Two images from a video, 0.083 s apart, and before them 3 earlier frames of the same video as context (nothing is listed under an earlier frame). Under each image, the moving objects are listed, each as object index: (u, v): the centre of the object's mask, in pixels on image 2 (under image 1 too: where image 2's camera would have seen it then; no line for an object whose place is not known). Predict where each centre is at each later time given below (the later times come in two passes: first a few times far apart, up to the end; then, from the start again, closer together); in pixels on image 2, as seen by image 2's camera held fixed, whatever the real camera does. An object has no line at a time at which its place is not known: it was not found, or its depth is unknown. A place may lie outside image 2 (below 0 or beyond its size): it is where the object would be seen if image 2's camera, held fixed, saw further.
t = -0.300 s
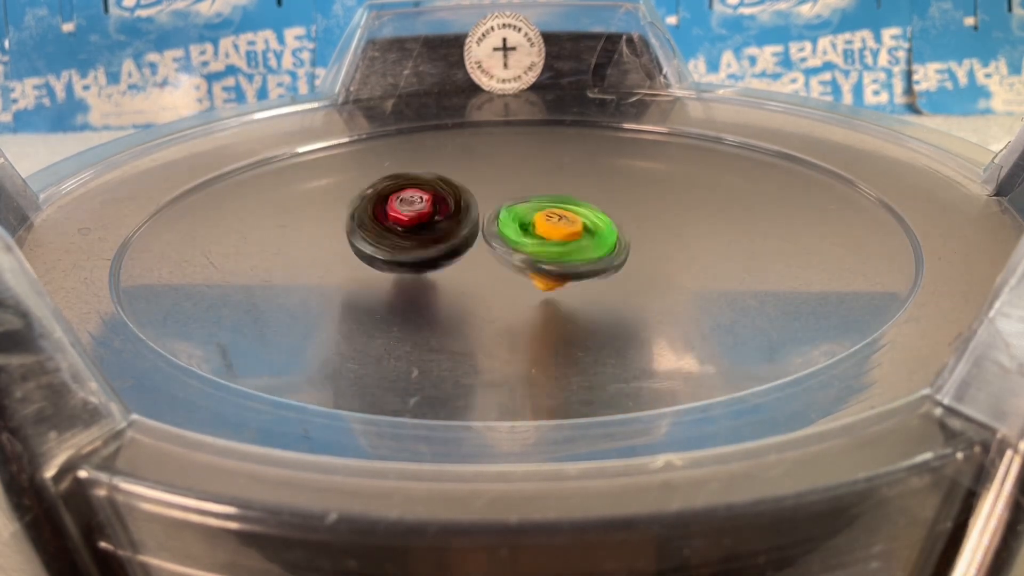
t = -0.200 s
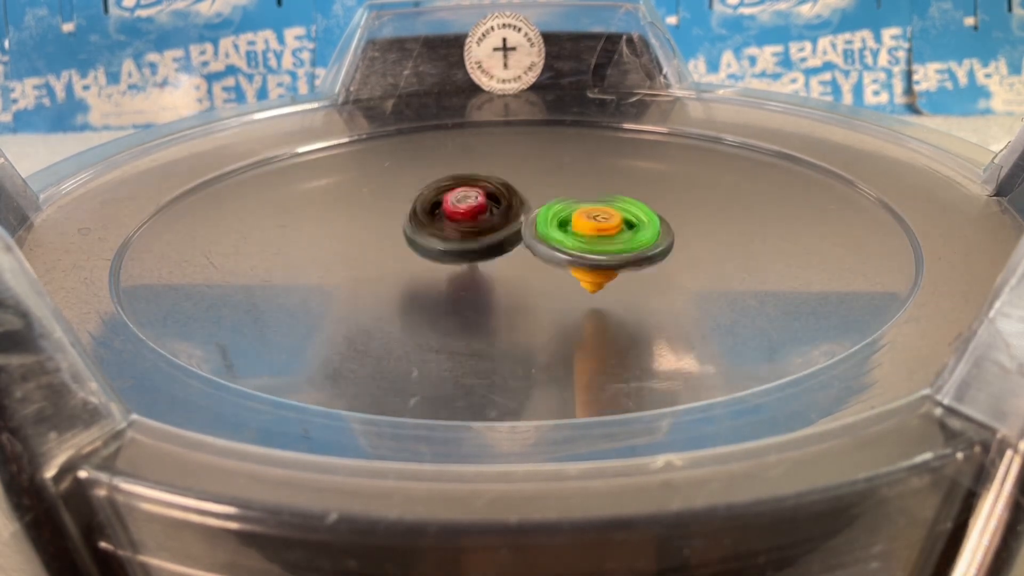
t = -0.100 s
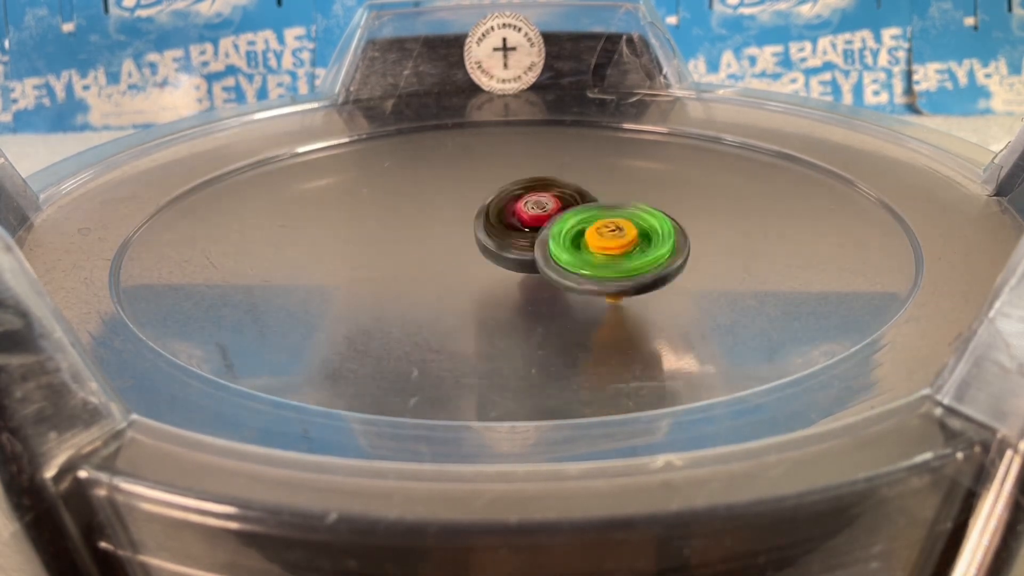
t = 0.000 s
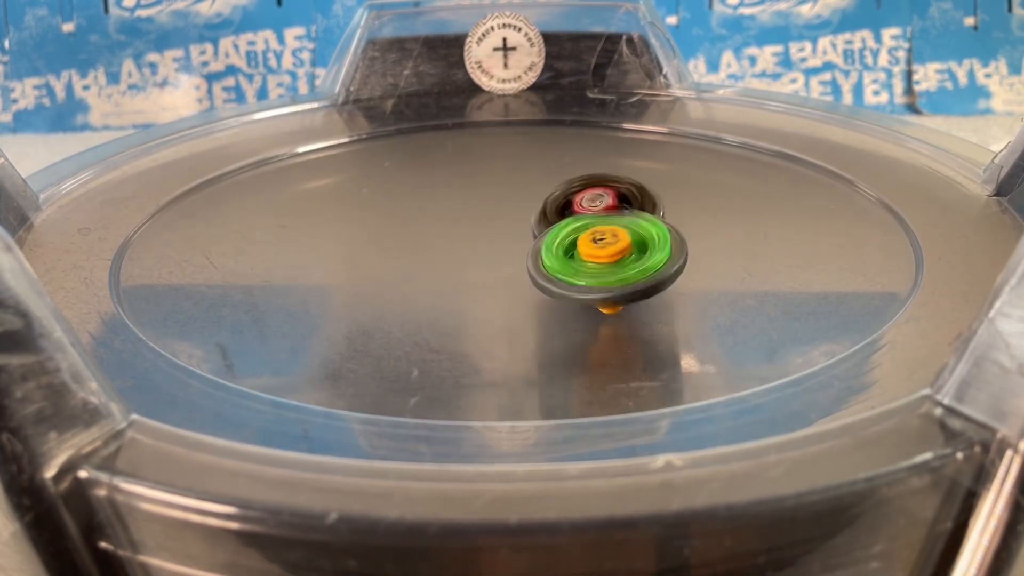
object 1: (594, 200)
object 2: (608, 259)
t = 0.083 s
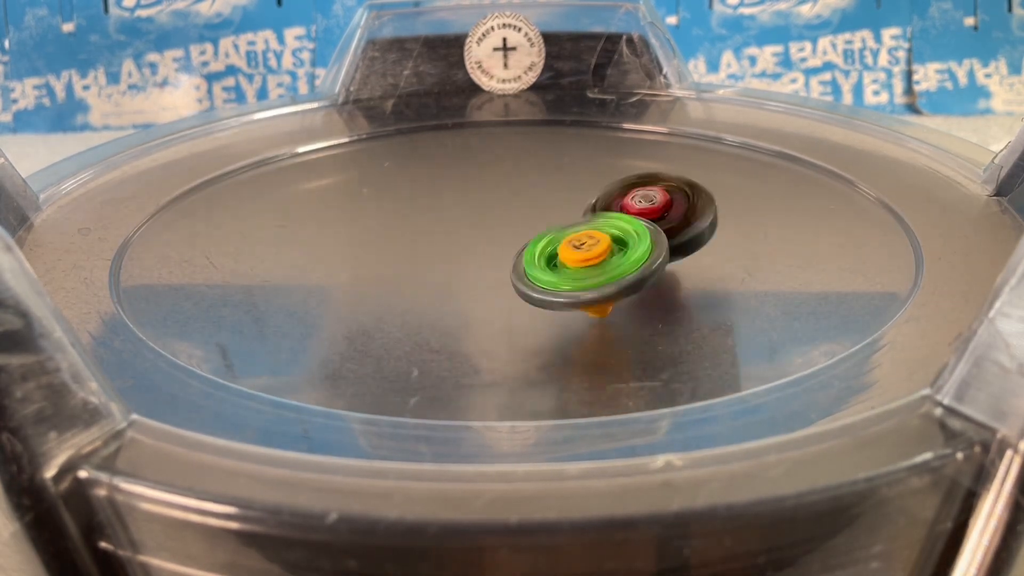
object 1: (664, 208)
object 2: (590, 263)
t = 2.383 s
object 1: (707, 188)
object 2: (515, 252)
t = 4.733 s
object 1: (703, 228)
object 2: (495, 238)
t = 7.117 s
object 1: (624, 284)
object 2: (536, 234)
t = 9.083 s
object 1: (660, 264)
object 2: (516, 253)
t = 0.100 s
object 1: (673, 211)
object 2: (586, 263)
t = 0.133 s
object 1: (690, 215)
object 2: (580, 262)
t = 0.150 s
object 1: (697, 216)
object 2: (577, 262)
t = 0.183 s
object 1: (712, 217)
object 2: (571, 262)
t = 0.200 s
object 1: (720, 216)
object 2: (567, 260)
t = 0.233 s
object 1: (737, 216)
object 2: (561, 260)
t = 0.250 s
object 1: (743, 215)
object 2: (557, 259)
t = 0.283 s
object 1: (752, 215)
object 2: (550, 258)
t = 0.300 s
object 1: (754, 216)
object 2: (546, 258)
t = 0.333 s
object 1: (756, 216)
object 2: (539, 257)
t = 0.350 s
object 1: (756, 216)
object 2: (538, 255)
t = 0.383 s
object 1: (755, 218)
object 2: (534, 255)
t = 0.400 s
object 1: (754, 218)
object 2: (532, 252)
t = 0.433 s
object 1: (751, 220)
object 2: (530, 251)
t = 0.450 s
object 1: (749, 221)
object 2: (529, 252)
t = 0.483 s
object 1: (745, 223)
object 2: (529, 251)
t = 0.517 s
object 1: (739, 225)
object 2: (529, 250)
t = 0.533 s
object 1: (736, 226)
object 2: (530, 251)
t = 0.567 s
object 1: (729, 229)
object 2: (530, 251)
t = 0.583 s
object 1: (725, 230)
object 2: (532, 251)
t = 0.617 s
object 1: (714, 234)
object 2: (531, 252)
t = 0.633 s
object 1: (707, 235)
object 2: (531, 250)
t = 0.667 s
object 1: (689, 240)
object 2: (533, 250)
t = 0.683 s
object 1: (679, 243)
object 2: (532, 250)
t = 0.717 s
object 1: (664, 250)
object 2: (522, 240)
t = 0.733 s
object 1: (655, 258)
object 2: (516, 244)
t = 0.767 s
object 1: (636, 263)
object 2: (506, 226)
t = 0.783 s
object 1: (623, 266)
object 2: (503, 221)
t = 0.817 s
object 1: (594, 269)
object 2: (495, 233)
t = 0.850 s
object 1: (565, 272)
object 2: (491, 223)
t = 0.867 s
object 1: (551, 273)
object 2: (488, 221)
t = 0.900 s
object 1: (524, 274)
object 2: (486, 214)
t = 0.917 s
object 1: (510, 274)
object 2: (484, 214)
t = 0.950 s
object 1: (484, 273)
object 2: (480, 208)
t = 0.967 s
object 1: (471, 273)
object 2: (481, 210)
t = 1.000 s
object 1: (445, 271)
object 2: (479, 208)
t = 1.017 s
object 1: (433, 270)
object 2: (479, 208)
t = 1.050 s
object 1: (409, 267)
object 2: (481, 208)
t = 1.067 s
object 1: (398, 265)
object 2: (481, 209)
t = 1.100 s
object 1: (376, 261)
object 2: (482, 209)
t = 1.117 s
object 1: (365, 258)
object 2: (484, 209)
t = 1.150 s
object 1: (345, 253)
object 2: (485, 210)
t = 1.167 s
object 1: (336, 250)
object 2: (487, 210)
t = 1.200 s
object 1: (318, 244)
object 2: (491, 210)
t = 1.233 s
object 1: (303, 238)
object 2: (494, 212)
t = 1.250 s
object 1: (296, 234)
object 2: (495, 213)
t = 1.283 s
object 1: (284, 228)
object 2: (499, 214)
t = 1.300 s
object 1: (279, 225)
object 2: (501, 216)
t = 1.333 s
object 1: (270, 218)
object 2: (506, 216)
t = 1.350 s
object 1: (267, 215)
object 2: (509, 219)
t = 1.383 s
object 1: (265, 211)
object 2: (515, 219)
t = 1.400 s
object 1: (265, 208)
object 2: (516, 219)
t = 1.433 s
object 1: (268, 205)
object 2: (523, 223)
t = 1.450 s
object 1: (271, 204)
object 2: (526, 226)
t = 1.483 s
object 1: (278, 203)
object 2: (533, 227)
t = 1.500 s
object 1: (281, 203)
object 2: (537, 228)
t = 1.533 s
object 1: (291, 202)
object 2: (543, 229)
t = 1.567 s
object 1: (302, 202)
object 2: (546, 230)
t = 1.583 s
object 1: (308, 202)
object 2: (548, 232)
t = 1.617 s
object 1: (324, 202)
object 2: (550, 234)
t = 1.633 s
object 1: (331, 202)
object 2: (550, 233)
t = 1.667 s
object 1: (349, 201)
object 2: (549, 235)
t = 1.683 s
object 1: (359, 200)
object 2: (548, 237)
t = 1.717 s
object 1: (378, 199)
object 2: (545, 238)
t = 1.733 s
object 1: (388, 198)
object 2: (544, 236)
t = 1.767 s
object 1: (408, 197)
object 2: (542, 237)
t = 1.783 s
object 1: (417, 196)
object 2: (542, 239)
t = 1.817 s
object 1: (434, 193)
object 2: (541, 238)
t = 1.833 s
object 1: (442, 191)
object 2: (541, 238)
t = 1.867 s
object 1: (459, 187)
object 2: (540, 238)
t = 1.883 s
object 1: (467, 186)
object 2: (539, 240)
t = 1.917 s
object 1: (485, 182)
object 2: (539, 240)
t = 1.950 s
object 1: (504, 178)
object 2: (539, 241)
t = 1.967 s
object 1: (514, 177)
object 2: (538, 243)
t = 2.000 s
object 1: (534, 175)
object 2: (537, 244)
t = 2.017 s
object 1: (545, 174)
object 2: (537, 243)
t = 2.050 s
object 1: (566, 174)
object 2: (536, 243)
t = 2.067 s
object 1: (576, 174)
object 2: (535, 245)
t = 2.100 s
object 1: (596, 175)
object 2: (534, 245)
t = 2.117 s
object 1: (605, 175)
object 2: (534, 245)
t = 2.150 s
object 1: (620, 177)
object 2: (532, 247)
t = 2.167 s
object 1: (628, 178)
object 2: (530, 248)
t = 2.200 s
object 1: (644, 179)
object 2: (528, 248)
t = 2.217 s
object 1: (653, 179)
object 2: (527, 250)
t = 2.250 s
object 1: (668, 179)
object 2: (524, 251)
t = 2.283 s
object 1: (682, 180)
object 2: (521, 250)
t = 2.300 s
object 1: (687, 181)
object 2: (521, 249)
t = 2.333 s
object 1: (697, 184)
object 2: (519, 249)
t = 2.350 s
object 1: (701, 185)
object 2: (518, 251)
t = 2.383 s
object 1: (707, 188)
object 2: (515, 252)
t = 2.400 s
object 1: (710, 190)
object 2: (515, 250)
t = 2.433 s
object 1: (714, 194)
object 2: (511, 252)
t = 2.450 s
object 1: (715, 196)
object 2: (509, 252)
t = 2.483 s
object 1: (717, 201)
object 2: (506, 253)
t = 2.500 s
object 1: (716, 205)
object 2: (504, 253)
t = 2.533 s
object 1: (715, 211)
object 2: (502, 254)
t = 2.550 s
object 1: (714, 214)
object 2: (502, 253)
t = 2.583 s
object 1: (710, 222)
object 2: (501, 253)
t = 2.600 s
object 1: (708, 225)
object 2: (500, 254)
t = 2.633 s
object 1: (703, 233)
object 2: (500, 254)
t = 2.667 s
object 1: (696, 241)
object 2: (501, 252)
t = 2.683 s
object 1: (693, 245)
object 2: (503, 250)
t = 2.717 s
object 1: (684, 253)
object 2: (503, 250)
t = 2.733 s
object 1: (680, 257)
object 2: (502, 249)
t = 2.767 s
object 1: (669, 264)
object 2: (502, 249)
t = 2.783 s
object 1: (663, 268)
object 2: (502, 247)
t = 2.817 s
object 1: (651, 275)
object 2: (503, 247)
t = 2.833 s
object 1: (643, 279)
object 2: (502, 246)
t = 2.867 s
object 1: (628, 285)
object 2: (501, 245)
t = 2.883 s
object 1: (620, 288)
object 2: (501, 244)
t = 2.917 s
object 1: (602, 294)
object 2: (501, 242)
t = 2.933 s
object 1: (593, 296)
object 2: (500, 240)
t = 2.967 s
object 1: (572, 301)
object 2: (499, 240)
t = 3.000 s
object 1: (551, 304)
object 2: (500, 237)
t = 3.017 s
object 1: (540, 305)
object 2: (499, 236)
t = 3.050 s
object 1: (518, 308)
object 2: (500, 235)
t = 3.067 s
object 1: (507, 308)
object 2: (501, 233)
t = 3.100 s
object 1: (485, 308)
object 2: (503, 233)
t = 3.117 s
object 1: (474, 308)
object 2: (505, 234)
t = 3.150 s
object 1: (453, 307)
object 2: (509, 234)
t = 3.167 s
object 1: (444, 307)
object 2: (511, 233)
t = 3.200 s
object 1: (425, 303)
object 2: (514, 234)
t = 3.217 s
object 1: (418, 302)
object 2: (516, 233)
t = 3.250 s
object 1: (402, 298)
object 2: (520, 232)
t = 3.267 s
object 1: (395, 296)
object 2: (522, 231)
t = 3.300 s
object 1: (382, 291)
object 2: (526, 231)
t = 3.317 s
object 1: (376, 289)
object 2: (529, 230)
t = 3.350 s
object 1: (366, 283)
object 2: (533, 229)
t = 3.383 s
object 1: (358, 277)
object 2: (537, 229)
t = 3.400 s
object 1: (354, 274)
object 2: (538, 228)
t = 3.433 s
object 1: (347, 267)
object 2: (540, 228)
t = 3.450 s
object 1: (344, 264)
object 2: (541, 229)
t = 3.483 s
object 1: (339, 257)
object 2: (541, 230)
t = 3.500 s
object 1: (337, 254)
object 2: (540, 229)
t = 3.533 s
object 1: (334, 246)
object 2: (538, 229)
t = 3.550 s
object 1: (334, 243)
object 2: (537, 232)
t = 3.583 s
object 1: (334, 236)
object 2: (535, 232)
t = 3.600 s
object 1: (334, 233)
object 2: (535, 231)
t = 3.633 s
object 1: (337, 226)
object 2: (535, 232)
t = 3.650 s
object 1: (339, 223)
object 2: (535, 234)
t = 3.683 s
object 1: (344, 217)
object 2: (537, 234)
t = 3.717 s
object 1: (350, 211)
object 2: (539, 234)
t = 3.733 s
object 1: (354, 208)
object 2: (540, 233)
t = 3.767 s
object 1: (362, 203)
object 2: (542, 233)
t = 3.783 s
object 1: (367, 200)
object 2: (544, 234)
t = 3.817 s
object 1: (376, 195)
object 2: (547, 235)
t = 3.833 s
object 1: (381, 194)
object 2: (548, 233)
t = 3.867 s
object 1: (392, 190)
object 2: (551, 233)
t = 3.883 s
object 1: (398, 189)
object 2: (553, 234)
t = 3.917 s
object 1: (410, 186)
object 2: (554, 235)
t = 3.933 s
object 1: (416, 185)
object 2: (554, 234)
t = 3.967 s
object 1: (429, 182)
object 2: (553, 235)
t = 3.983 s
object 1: (435, 181)
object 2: (551, 235)
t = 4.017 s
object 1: (450, 179)
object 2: (548, 237)
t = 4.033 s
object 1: (457, 179)
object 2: (547, 237)
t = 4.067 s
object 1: (471, 178)
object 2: (542, 238)
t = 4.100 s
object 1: (487, 175)
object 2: (538, 240)
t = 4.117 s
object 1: (494, 175)
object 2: (535, 242)
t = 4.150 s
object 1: (510, 173)
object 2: (531, 244)
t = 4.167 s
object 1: (518, 173)
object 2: (529, 244)
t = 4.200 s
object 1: (534, 173)
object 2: (525, 245)
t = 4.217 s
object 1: (542, 173)
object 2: (522, 246)
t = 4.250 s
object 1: (557, 173)
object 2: (517, 248)
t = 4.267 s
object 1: (565, 174)
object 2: (515, 247)
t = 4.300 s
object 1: (580, 176)
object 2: (510, 248)
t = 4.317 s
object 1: (587, 177)
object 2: (507, 249)
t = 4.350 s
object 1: (601, 179)
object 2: (502, 249)
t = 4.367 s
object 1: (608, 180)
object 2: (501, 249)
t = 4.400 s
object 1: (622, 182)
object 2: (496, 249)
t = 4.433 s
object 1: (634, 185)
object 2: (493, 248)
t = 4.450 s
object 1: (640, 186)
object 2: (490, 248)
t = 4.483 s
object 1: (652, 190)
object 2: (487, 248)
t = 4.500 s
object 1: (657, 192)
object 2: (487, 246)
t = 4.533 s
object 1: (667, 196)
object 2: (485, 245)
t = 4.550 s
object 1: (672, 198)
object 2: (483, 246)
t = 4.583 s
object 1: (681, 203)
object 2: (483, 245)
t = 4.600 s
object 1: (685, 205)
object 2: (484, 243)
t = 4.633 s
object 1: (692, 210)
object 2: (485, 242)
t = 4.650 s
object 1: (695, 213)
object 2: (485, 242)
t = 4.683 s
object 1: (700, 219)
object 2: (488, 241)
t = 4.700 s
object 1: (701, 222)
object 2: (491, 239)
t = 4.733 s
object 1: (703, 228)
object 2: (495, 238)
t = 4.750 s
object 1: (703, 232)
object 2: (496, 239)
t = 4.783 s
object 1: (702, 238)
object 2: (501, 237)
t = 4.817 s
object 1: (699, 245)
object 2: (506, 235)
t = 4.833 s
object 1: (696, 248)
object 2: (510, 233)
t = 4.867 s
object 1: (690, 255)
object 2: (515, 232)
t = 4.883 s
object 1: (687, 258)
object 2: (517, 232)
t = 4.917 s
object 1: (678, 265)
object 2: (522, 230)
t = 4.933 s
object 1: (674, 268)
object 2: (525, 229)
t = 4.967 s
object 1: (663, 274)
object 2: (529, 228)
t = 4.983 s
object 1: (656, 277)
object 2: (530, 227)
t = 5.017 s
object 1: (641, 282)
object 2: (533, 226)
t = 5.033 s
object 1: (633, 285)
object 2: (534, 225)
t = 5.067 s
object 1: (616, 290)
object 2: (536, 225)
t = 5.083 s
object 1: (606, 292)
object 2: (536, 225)
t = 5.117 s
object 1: (587, 296)
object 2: (538, 224)
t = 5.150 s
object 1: (567, 299)
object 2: (541, 223)
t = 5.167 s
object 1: (556, 299)
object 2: (542, 223)
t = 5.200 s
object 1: (534, 301)
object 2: (545, 222)
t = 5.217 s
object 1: (523, 302)
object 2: (547, 222)
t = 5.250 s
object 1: (502, 301)
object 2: (550, 223)
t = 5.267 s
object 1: (491, 302)
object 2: (551, 223)
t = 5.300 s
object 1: (470, 300)
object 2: (552, 224)
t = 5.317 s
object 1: (460, 299)
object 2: (552, 224)
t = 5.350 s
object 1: (441, 297)
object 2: (553, 224)
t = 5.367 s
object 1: (432, 295)
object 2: (552, 225)
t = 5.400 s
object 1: (414, 291)
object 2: (551, 226)
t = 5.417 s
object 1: (406, 289)
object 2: (550, 227)
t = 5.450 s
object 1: (390, 284)
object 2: (548, 229)
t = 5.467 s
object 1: (384, 282)
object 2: (547, 230)
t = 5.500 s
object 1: (371, 276)
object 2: (543, 232)
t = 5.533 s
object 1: (361, 270)
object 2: (540, 233)
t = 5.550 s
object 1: (357, 268)
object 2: (538, 235)
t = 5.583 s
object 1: (349, 261)
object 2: (534, 238)
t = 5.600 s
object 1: (347, 258)
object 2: (532, 238)
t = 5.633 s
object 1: (343, 252)
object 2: (528, 240)
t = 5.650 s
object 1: (342, 249)
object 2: (527, 241)
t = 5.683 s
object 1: (341, 242)
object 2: (525, 243)
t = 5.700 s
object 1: (341, 239)
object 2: (523, 244)
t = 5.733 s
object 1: (343, 233)
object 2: (521, 246)
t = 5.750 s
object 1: (344, 230)
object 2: (521, 246)
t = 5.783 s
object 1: (349, 224)
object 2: (520, 248)
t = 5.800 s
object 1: (351, 221)
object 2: (519, 249)
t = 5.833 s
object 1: (358, 215)
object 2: (518, 250)
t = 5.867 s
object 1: (365, 210)
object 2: (517, 252)
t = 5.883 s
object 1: (369, 208)
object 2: (516, 251)
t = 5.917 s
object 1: (379, 204)
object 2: (514, 253)
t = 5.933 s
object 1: (384, 201)
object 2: (513, 255)
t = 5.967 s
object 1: (394, 197)
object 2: (511, 255)
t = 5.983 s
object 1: (400, 195)
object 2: (509, 255)
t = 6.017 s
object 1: (412, 192)
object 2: (507, 256)
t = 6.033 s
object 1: (419, 191)
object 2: (506, 256)
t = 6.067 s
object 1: (432, 188)
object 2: (504, 256)
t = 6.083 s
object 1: (438, 186)
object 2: (502, 256)
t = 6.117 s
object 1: (452, 184)
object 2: (500, 255)
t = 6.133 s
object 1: (459, 183)
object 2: (500, 254)
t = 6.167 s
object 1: (473, 181)
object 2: (500, 253)
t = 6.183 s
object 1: (480, 181)
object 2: (498, 253)
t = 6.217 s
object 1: (495, 180)
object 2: (498, 252)
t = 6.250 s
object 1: (510, 178)
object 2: (498, 249)
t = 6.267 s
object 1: (518, 178)
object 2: (499, 247)
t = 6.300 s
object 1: (532, 178)
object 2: (499, 244)
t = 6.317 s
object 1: (540, 178)
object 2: (499, 244)
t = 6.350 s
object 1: (554, 178)
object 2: (501, 242)
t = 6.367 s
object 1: (561, 178)
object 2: (501, 239)
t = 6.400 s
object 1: (576, 180)
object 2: (502, 237)
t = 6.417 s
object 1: (583, 181)
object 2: (502, 236)
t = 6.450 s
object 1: (596, 183)
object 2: (503, 234)
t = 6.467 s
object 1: (602, 184)
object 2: (502, 233)
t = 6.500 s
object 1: (614, 187)
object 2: (503, 231)
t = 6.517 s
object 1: (621, 188)
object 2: (504, 230)
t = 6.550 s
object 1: (633, 191)
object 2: (505, 228)
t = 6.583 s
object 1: (644, 194)
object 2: (506, 226)
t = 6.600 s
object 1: (650, 196)
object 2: (506, 226)
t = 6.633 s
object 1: (659, 201)
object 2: (506, 224)
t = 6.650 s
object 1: (664, 202)
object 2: (507, 224)
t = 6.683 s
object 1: (672, 207)
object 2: (509, 223)
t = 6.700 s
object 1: (676, 210)
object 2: (510, 222)
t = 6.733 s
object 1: (682, 215)
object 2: (513, 221)
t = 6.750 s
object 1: (685, 217)
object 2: (514, 221)
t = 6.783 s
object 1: (689, 224)
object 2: (515, 220)
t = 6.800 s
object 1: (690, 227)
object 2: (516, 220)
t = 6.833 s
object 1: (691, 233)
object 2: (518, 222)
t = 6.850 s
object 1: (692, 236)
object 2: (518, 222)
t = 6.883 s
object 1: (690, 242)
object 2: (520, 223)
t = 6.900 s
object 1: (689, 245)
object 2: (522, 225)
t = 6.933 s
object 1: (684, 252)
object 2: (524, 227)
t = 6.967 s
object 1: (678, 258)
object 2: (527, 229)
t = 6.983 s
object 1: (674, 261)
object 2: (528, 229)
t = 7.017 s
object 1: (664, 268)
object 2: (532, 232)
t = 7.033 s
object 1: (659, 270)
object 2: (533, 233)
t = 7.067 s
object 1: (646, 276)
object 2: (535, 234)
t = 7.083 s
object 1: (640, 279)
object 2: (535, 234)
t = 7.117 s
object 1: (624, 284)
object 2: (536, 234)
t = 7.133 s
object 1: (616, 287)
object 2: (537, 233)
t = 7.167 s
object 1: (598, 290)
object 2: (539, 233)
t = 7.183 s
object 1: (589, 292)
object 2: (540, 233)
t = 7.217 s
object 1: (569, 295)
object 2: (543, 232)
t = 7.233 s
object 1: (559, 296)
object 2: (545, 232)
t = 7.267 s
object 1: (538, 298)
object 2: (550, 232)
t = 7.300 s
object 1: (517, 299)
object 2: (552, 232)
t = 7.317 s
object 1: (507, 299)
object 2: (552, 233)
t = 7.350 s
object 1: (486, 298)
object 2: (555, 235)
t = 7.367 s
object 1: (476, 297)
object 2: (555, 237)
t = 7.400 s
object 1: (456, 295)
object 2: (553, 241)
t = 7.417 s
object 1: (447, 294)
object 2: (553, 242)
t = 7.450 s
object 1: (430, 291)
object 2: (551, 244)
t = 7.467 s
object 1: (422, 288)
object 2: (549, 243)
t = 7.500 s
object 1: (406, 284)
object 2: (543, 244)
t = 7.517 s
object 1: (399, 282)
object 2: (542, 245)
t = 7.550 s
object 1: (387, 276)
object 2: (538, 245)
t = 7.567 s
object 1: (381, 274)
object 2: (535, 245)
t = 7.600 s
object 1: (370, 268)
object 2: (530, 245)
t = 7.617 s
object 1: (366, 266)
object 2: (528, 244)
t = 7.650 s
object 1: (358, 259)
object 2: (523, 244)
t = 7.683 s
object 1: (353, 253)
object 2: (517, 244)
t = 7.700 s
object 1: (351, 251)
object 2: (516, 245)
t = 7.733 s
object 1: (350, 244)
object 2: (511, 245)
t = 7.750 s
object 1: (349, 241)
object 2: (508, 245)
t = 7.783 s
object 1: (350, 235)
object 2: (504, 245)
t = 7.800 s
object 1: (352, 232)
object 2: (503, 243)
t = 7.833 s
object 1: (355, 226)
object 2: (499, 243)
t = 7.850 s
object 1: (358, 224)
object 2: (498, 243)
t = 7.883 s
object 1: (361, 218)
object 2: (497, 243)
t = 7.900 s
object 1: (356, 212)
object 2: (507, 244)
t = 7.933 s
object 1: (349, 204)
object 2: (526, 246)
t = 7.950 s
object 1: (348, 200)
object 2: (535, 247)
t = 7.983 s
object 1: (352, 197)
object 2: (549, 246)
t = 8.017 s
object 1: (359, 193)
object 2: (556, 245)
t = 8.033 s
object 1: (363, 191)
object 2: (559, 245)
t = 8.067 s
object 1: (372, 189)
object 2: (563, 244)
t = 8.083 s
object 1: (377, 188)
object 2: (563, 243)
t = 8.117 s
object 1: (389, 187)
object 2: (563, 242)
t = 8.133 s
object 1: (395, 186)
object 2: (564, 241)
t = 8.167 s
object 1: (408, 185)
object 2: (561, 239)
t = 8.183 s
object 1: (416, 185)
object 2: (560, 239)
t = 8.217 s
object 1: (431, 185)
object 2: (559, 238)
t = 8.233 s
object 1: (439, 184)
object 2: (557, 237)
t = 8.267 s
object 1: (451, 182)
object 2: (554, 235)
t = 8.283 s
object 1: (458, 182)
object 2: (554, 234)
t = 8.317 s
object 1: (471, 180)
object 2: (551, 232)
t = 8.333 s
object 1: (478, 179)
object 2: (550, 232)
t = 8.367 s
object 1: (495, 177)
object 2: (549, 231)
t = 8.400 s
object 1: (511, 175)
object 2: (548, 229)
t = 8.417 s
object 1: (521, 173)
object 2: (547, 229)
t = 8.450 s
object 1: (540, 173)
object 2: (547, 230)
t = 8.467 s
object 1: (550, 173)
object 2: (547, 231)
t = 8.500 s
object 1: (568, 176)
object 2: (546, 233)
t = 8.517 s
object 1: (576, 178)
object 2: (546, 234)
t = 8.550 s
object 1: (593, 181)
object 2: (539, 239)
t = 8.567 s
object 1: (601, 183)
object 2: (534, 241)
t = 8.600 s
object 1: (612, 189)
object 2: (527, 247)
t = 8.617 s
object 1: (617, 191)
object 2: (525, 249)
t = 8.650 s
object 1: (628, 195)
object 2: (521, 252)
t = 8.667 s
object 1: (633, 196)
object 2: (521, 253)
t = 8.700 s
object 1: (643, 201)
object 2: (520, 253)
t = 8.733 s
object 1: (652, 205)
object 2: (521, 253)
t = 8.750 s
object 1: (657, 207)
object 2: (521, 254)
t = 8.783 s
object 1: (664, 211)
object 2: (523, 255)
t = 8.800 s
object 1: (667, 214)
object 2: (524, 254)
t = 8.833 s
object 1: (673, 219)
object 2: (526, 254)
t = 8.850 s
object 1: (674, 222)
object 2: (528, 254)
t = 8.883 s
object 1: (677, 228)
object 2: (529, 253)
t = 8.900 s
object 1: (678, 231)
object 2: (530, 255)
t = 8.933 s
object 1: (678, 237)
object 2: (533, 254)
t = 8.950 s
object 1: (677, 241)
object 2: (532, 254)
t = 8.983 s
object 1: (673, 247)
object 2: (533, 254)
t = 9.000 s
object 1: (674, 250)
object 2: (530, 254)
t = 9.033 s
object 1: (672, 255)
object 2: (522, 253)
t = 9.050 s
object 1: (668, 259)
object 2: (520, 254)
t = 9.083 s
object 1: (660, 264)
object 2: (516, 253)
